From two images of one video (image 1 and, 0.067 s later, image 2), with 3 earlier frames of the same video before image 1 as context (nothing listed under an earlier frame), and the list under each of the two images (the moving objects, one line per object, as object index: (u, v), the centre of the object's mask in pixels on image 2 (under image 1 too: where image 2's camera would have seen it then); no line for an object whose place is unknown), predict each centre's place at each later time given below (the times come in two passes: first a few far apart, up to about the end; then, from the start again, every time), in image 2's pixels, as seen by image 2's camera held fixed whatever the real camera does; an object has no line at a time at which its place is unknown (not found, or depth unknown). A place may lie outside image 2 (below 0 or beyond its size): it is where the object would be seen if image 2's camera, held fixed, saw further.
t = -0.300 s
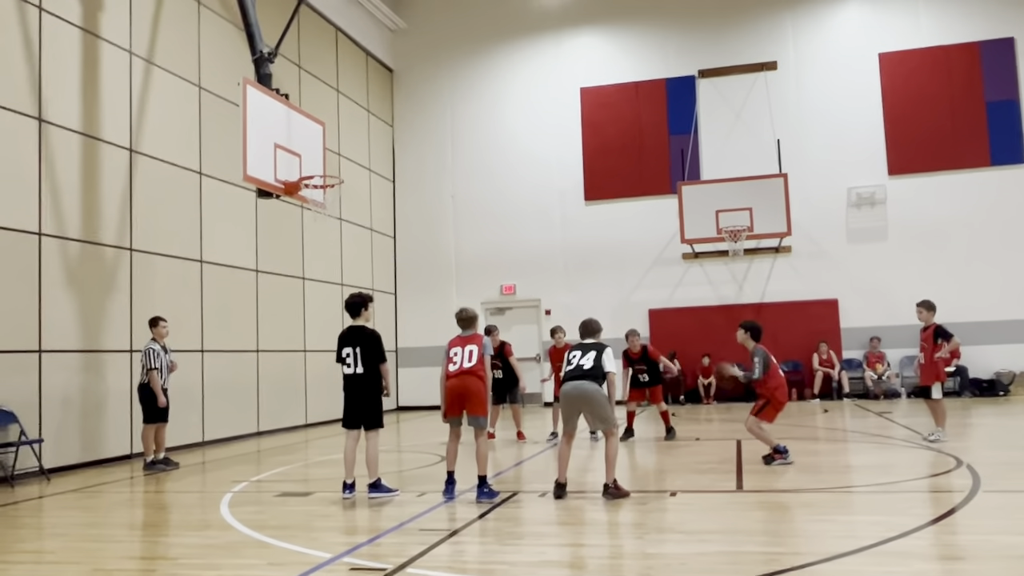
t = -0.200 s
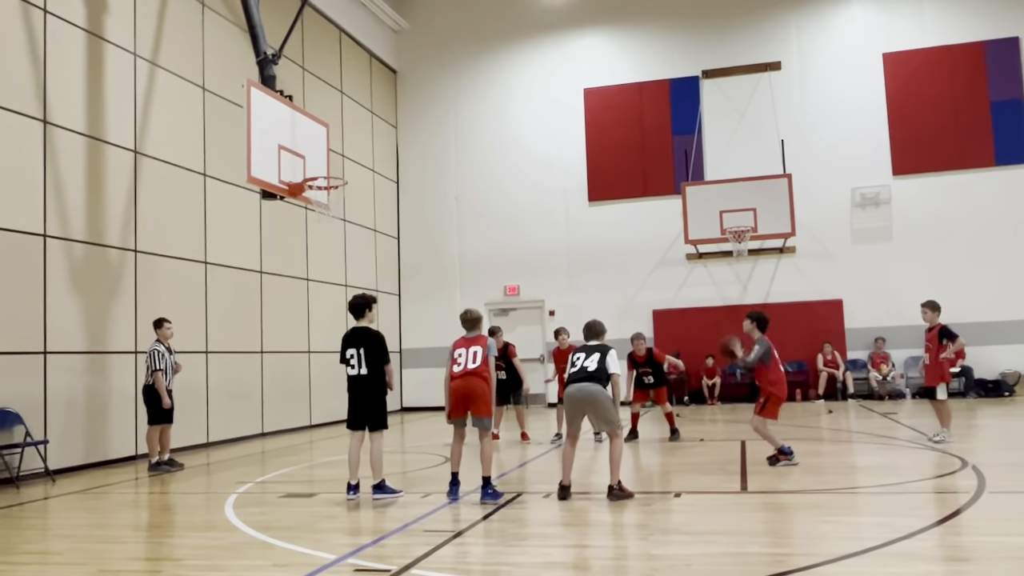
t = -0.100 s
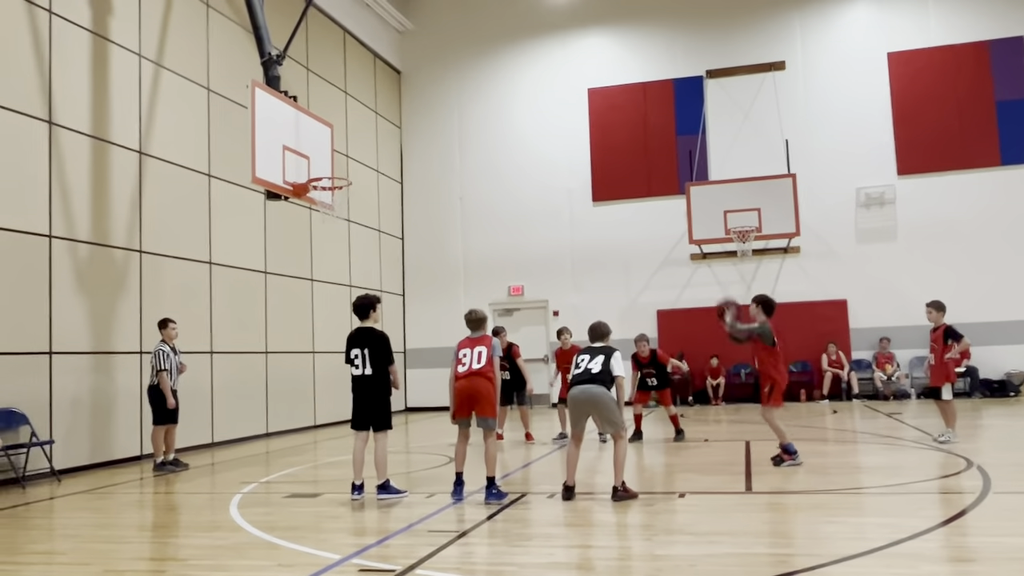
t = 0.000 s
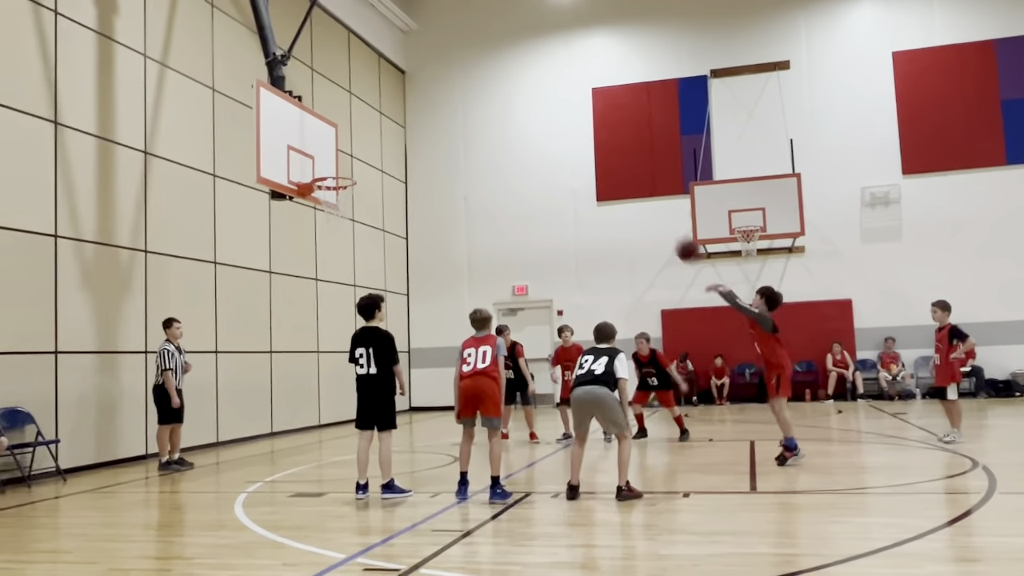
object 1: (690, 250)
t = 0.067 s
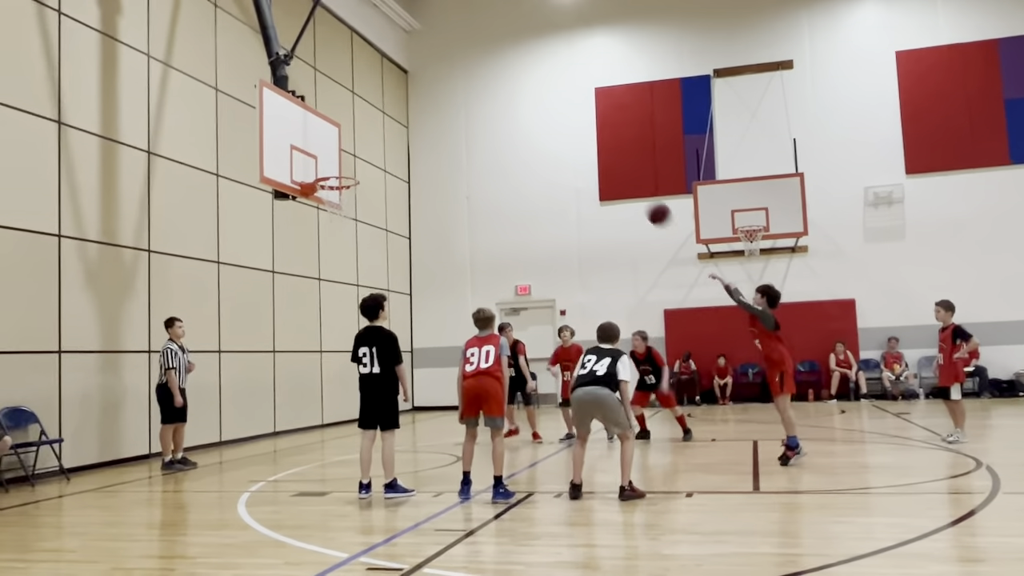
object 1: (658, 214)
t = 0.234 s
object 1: (584, 147)
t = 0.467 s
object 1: (489, 103)
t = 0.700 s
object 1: (405, 110)
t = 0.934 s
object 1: (326, 164)
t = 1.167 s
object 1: (324, 133)
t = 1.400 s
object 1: (338, 133)
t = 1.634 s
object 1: (346, 173)
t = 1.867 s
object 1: (347, 185)
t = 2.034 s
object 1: (335, 214)
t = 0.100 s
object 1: (643, 197)
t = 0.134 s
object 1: (627, 185)
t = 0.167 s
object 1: (612, 171)
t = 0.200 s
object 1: (598, 158)
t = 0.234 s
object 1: (584, 147)
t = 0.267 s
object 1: (570, 138)
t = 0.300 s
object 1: (556, 129)
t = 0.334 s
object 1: (542, 121)
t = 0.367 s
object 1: (529, 115)
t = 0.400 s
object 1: (515, 110)
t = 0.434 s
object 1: (503, 106)
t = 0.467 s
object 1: (489, 103)
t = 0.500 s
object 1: (477, 101)
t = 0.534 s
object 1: (464, 100)
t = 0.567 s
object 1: (452, 100)
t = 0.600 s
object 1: (440, 101)
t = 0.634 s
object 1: (429, 103)
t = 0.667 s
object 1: (417, 107)
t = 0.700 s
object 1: (405, 110)
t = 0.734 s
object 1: (394, 115)
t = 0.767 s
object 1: (382, 121)
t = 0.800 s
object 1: (371, 128)
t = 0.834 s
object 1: (359, 136)
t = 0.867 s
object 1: (348, 144)
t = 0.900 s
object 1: (337, 154)
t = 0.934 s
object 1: (326, 164)
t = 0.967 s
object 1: (317, 171)
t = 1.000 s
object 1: (315, 162)
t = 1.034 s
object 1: (316, 153)
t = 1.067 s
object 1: (317, 147)
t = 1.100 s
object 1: (320, 141)
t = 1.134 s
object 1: (322, 136)
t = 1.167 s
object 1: (324, 133)
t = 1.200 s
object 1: (326, 130)
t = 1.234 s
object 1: (328, 128)
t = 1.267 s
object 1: (330, 127)
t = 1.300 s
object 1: (332, 127)
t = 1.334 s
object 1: (334, 128)
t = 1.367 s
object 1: (336, 130)
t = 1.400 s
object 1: (338, 133)
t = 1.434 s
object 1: (340, 137)
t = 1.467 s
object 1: (343, 142)
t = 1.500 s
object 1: (345, 148)
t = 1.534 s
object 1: (347, 155)
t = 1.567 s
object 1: (349, 163)
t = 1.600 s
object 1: (351, 170)
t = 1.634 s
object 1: (346, 173)
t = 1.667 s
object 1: (338, 177)
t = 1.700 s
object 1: (330, 179)
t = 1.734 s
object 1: (326, 181)
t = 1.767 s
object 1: (330, 181)
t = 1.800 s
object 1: (338, 181)
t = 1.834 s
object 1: (345, 183)
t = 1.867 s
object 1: (347, 185)
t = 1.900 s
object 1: (345, 190)
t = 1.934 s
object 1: (342, 195)
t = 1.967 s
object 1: (339, 202)
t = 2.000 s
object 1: (336, 208)
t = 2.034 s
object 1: (335, 214)
